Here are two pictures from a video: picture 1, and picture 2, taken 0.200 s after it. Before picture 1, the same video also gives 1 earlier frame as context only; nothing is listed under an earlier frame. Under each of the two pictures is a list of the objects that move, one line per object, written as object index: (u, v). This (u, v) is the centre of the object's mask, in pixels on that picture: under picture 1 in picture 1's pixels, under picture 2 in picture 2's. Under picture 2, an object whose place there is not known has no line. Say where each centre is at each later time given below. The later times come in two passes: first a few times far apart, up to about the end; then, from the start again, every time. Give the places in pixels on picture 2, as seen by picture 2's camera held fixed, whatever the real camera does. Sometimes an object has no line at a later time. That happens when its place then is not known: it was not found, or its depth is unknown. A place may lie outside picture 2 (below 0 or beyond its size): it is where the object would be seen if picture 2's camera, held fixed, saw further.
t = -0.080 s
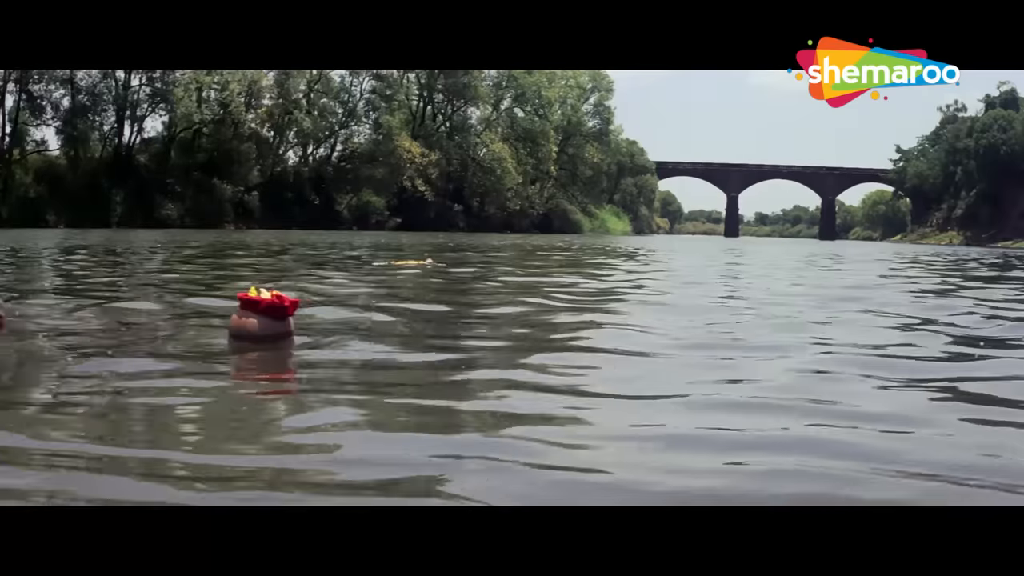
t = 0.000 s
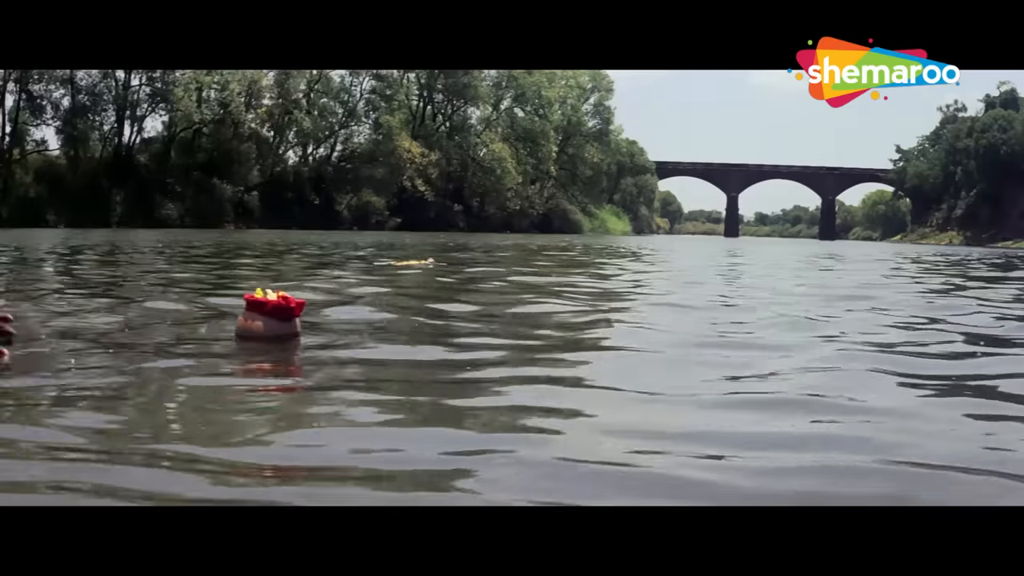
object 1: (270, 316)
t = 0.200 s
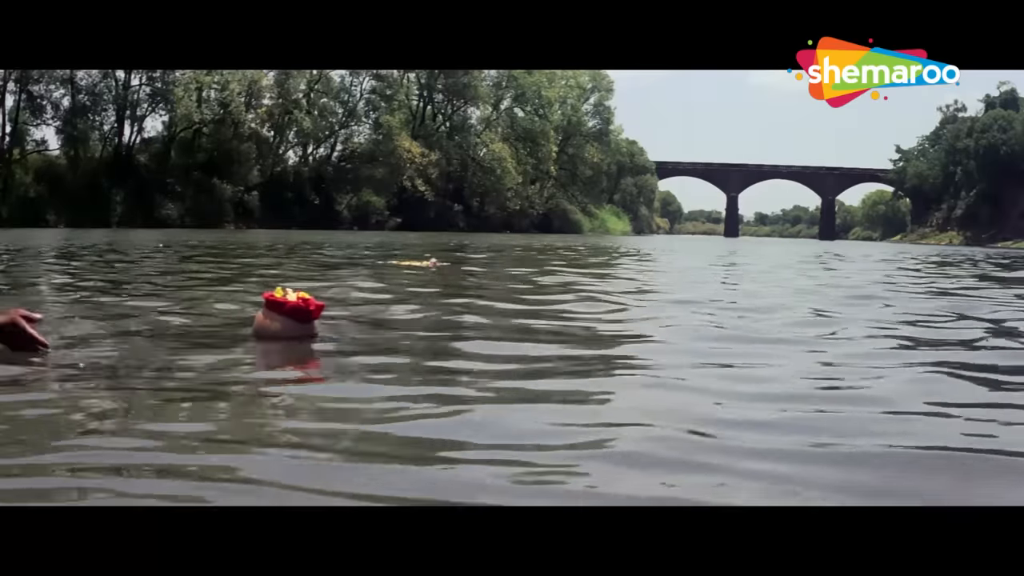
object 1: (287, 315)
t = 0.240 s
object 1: (290, 315)
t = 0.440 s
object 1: (309, 317)
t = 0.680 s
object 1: (329, 316)
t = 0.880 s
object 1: (345, 317)
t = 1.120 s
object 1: (367, 317)
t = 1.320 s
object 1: (384, 316)
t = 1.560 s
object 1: (405, 318)
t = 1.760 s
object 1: (422, 316)
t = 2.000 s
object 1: (442, 317)
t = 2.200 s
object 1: (457, 318)
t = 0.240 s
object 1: (290, 315)
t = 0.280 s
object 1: (294, 315)
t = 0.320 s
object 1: (298, 315)
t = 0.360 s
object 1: (302, 316)
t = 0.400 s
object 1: (306, 316)
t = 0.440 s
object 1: (309, 317)
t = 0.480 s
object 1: (313, 317)
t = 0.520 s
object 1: (315, 317)
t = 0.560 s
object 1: (318, 317)
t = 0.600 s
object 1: (322, 316)
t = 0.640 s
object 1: (325, 316)
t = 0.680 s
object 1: (329, 316)
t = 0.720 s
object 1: (332, 316)
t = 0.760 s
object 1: (335, 316)
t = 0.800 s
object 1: (339, 316)
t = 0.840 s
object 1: (342, 317)
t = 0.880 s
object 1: (345, 317)
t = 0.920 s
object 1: (349, 317)
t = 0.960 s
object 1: (353, 317)
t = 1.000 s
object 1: (357, 317)
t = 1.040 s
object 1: (360, 317)
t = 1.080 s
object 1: (363, 317)
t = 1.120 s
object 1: (367, 317)
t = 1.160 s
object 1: (370, 317)
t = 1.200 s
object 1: (374, 316)
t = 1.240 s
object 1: (377, 316)
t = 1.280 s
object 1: (381, 316)
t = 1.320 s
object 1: (384, 316)
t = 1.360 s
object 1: (388, 317)
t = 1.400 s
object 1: (391, 318)
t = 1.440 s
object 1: (394, 318)
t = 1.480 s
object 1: (398, 318)
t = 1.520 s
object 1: (401, 318)
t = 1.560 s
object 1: (405, 318)
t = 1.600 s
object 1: (408, 317)
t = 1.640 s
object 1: (411, 317)
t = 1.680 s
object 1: (415, 317)
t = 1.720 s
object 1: (418, 316)
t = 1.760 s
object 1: (422, 316)
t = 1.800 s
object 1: (425, 316)
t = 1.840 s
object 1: (429, 316)
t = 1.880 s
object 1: (432, 316)
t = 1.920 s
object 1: (436, 316)
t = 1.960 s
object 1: (439, 317)
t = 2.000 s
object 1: (442, 317)
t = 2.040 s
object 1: (445, 318)
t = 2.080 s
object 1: (448, 318)
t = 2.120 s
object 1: (451, 319)
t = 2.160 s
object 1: (454, 319)
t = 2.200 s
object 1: (457, 318)
